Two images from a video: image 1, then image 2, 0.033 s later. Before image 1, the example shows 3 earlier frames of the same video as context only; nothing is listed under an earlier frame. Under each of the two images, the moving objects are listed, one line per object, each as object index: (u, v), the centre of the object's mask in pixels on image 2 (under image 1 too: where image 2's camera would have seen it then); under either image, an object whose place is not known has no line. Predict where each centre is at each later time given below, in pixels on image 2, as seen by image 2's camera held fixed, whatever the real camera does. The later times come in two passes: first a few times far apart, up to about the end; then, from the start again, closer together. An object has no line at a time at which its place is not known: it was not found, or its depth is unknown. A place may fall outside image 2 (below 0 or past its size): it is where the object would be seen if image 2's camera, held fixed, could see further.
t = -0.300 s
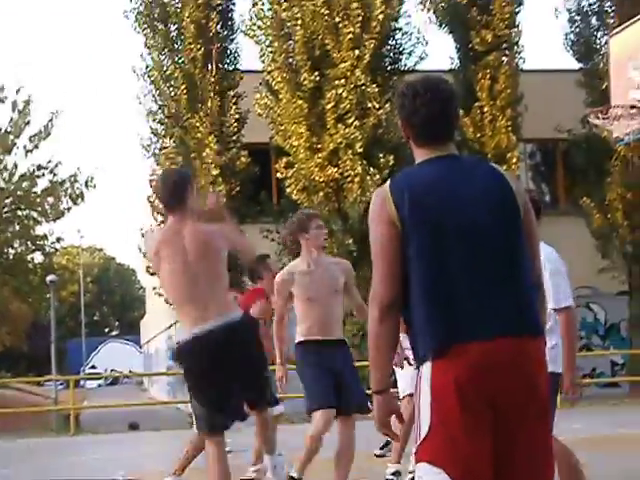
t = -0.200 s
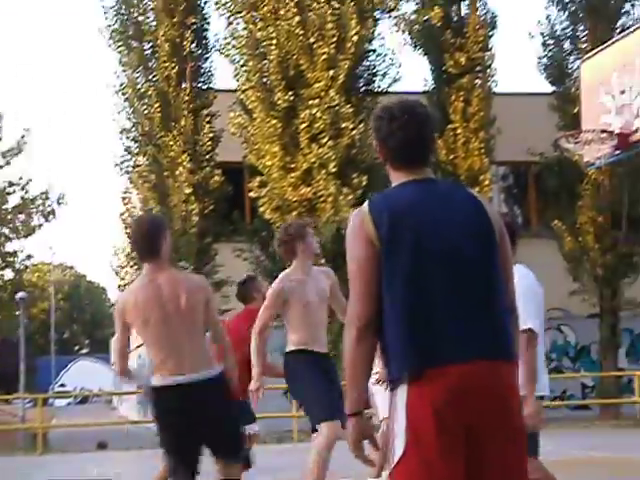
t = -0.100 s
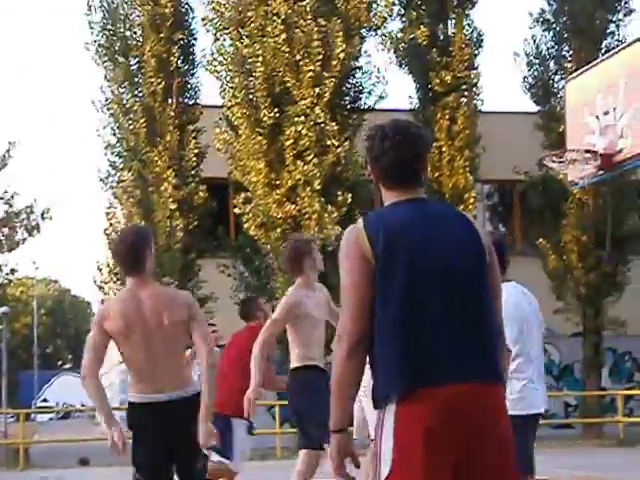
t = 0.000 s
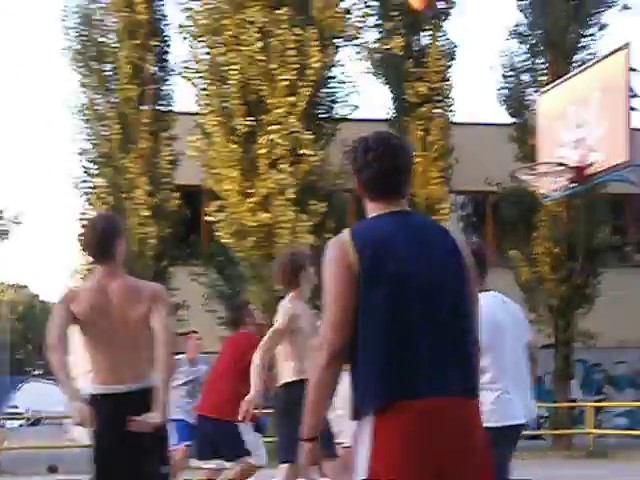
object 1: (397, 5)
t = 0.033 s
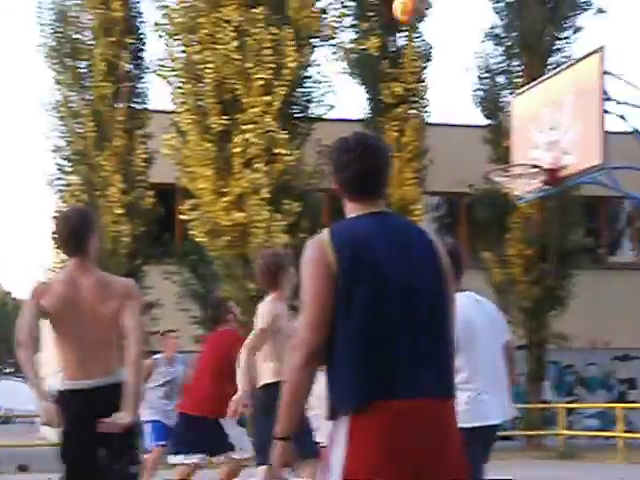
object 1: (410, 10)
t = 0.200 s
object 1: (450, 74)
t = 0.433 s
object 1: (489, 157)
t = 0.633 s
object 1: (491, 158)
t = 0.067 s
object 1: (417, 17)
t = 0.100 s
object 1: (424, 29)
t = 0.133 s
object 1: (435, 45)
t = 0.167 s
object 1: (441, 59)
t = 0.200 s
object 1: (450, 74)
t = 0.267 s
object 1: (467, 105)
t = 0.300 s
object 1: (473, 125)
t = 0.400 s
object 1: (489, 161)
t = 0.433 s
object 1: (489, 157)
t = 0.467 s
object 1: (489, 155)
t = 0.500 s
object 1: (490, 154)
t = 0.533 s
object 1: (491, 154)
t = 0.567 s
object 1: (491, 154)
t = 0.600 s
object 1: (491, 156)
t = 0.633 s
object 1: (491, 158)
